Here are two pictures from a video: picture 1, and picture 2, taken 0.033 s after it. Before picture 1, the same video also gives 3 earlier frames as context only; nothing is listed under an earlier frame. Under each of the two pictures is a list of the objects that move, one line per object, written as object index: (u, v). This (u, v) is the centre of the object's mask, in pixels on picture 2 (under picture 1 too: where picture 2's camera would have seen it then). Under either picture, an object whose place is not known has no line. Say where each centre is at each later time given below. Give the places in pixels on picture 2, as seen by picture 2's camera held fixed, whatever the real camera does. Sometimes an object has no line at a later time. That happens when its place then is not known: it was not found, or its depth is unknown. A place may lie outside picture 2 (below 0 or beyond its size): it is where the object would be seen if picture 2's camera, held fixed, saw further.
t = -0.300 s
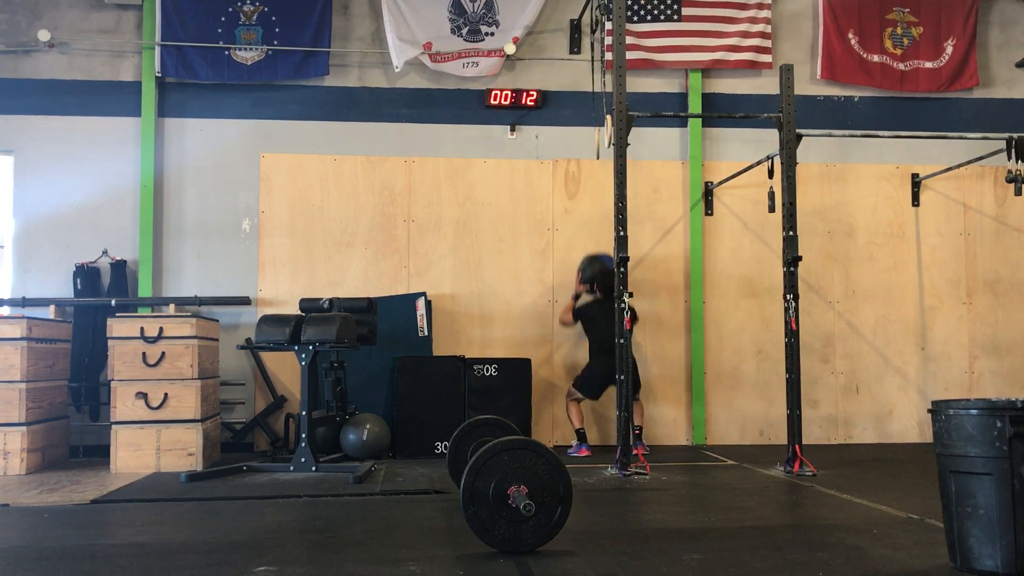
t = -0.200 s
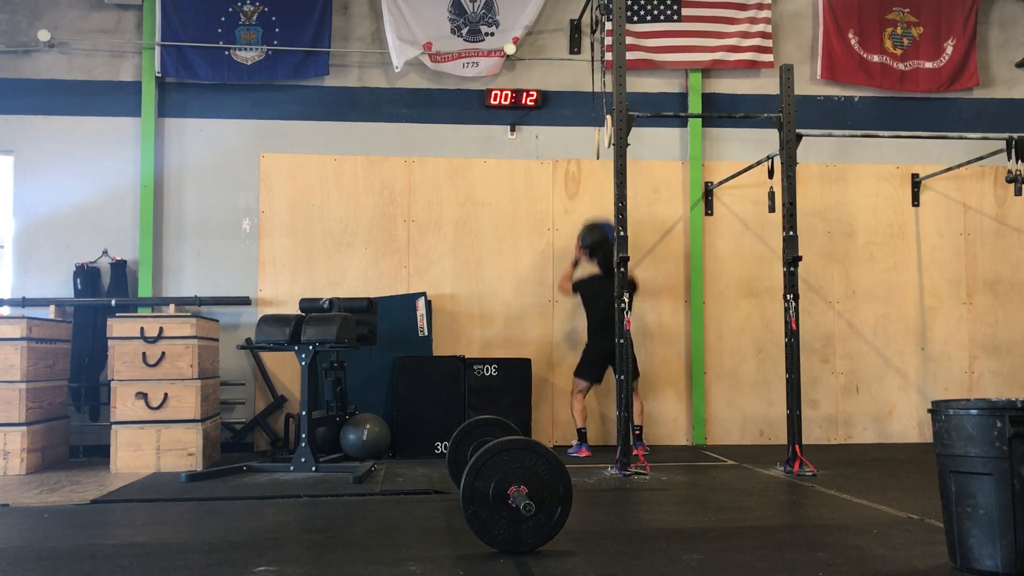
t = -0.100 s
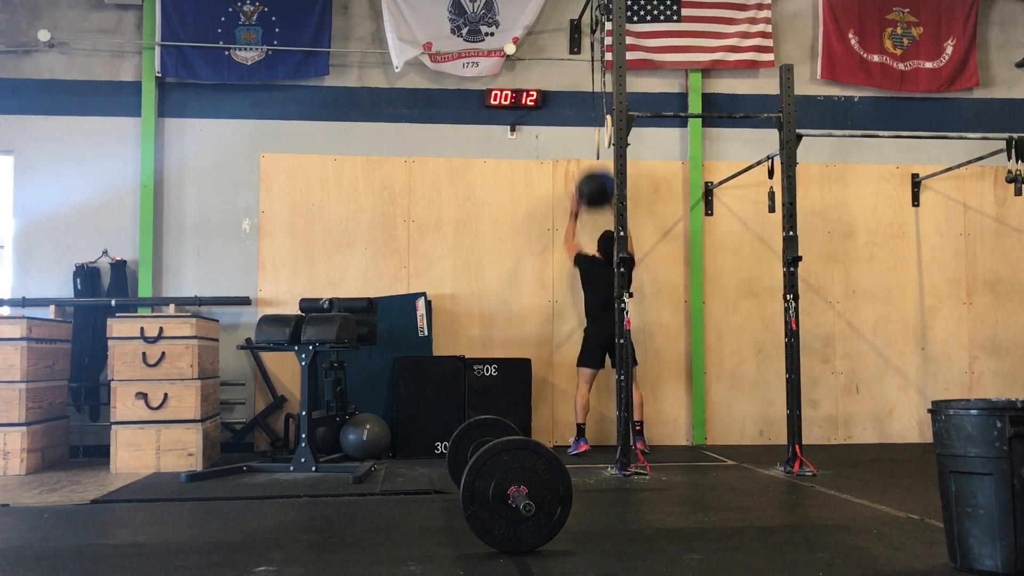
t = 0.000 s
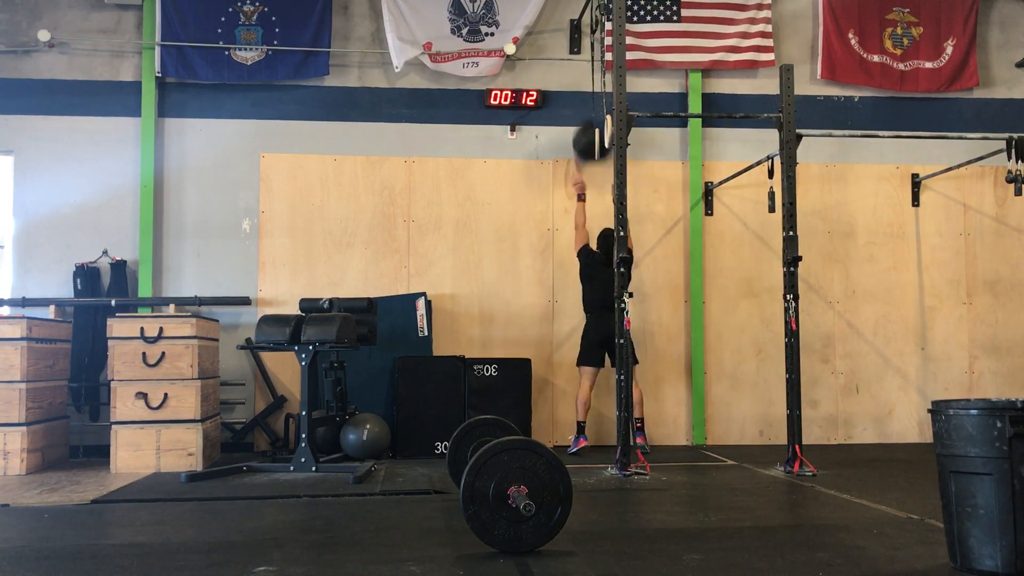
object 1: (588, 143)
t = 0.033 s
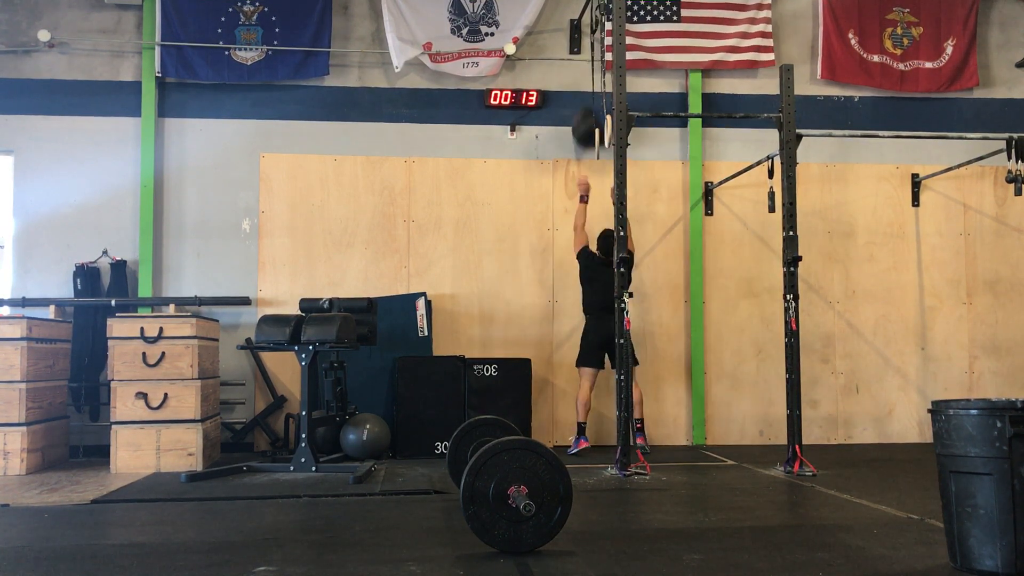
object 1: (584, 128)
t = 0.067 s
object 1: (586, 117)
